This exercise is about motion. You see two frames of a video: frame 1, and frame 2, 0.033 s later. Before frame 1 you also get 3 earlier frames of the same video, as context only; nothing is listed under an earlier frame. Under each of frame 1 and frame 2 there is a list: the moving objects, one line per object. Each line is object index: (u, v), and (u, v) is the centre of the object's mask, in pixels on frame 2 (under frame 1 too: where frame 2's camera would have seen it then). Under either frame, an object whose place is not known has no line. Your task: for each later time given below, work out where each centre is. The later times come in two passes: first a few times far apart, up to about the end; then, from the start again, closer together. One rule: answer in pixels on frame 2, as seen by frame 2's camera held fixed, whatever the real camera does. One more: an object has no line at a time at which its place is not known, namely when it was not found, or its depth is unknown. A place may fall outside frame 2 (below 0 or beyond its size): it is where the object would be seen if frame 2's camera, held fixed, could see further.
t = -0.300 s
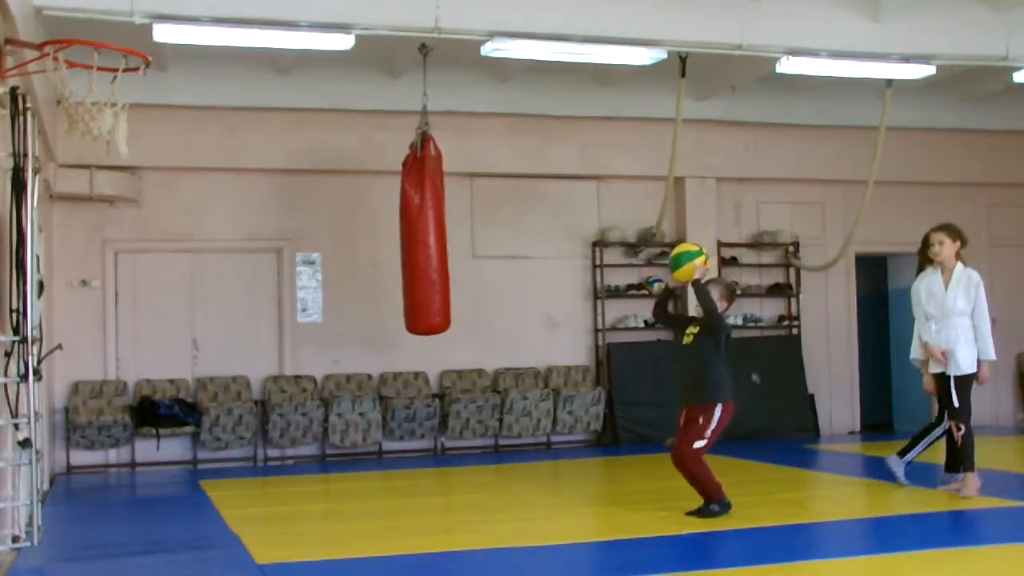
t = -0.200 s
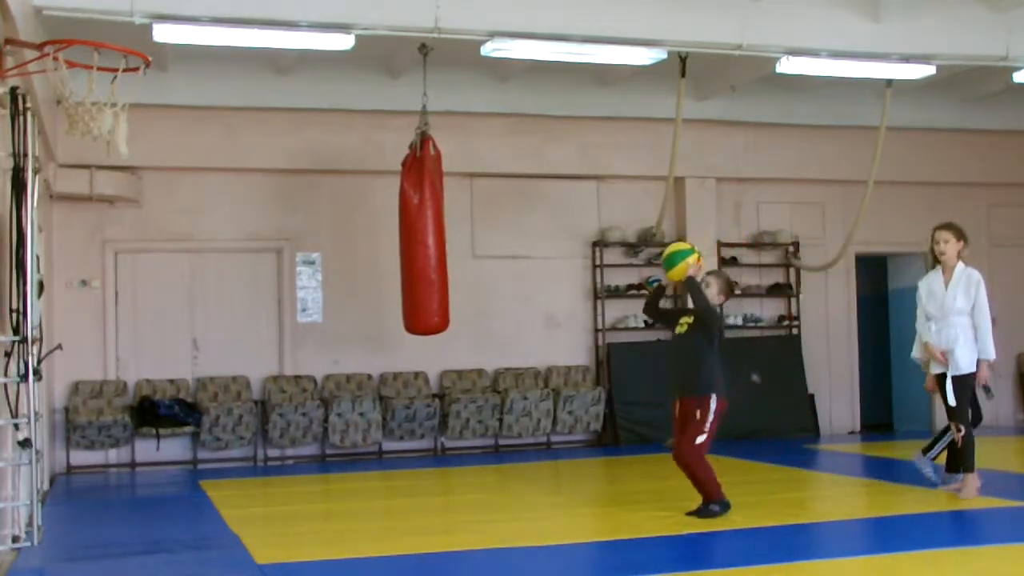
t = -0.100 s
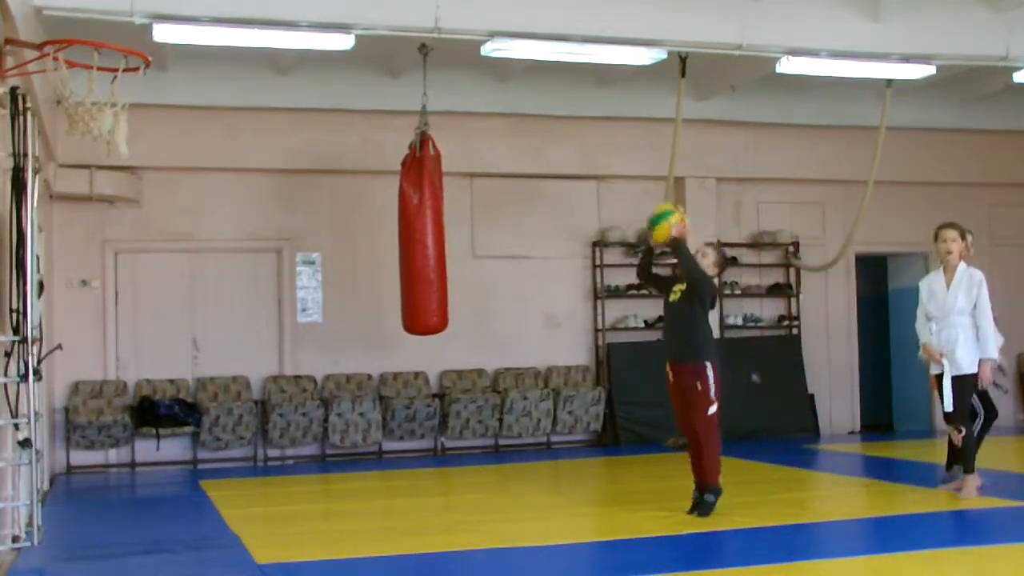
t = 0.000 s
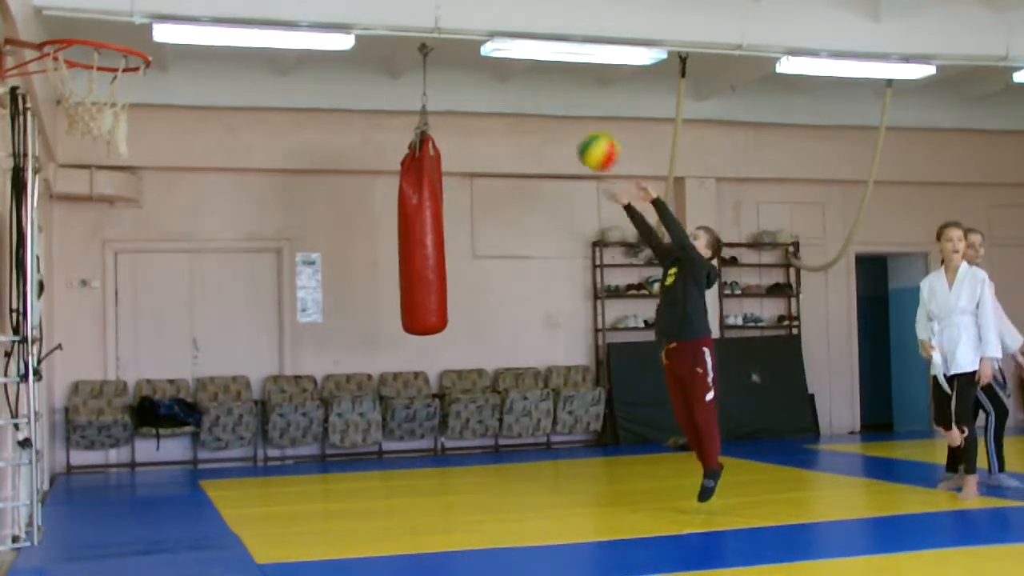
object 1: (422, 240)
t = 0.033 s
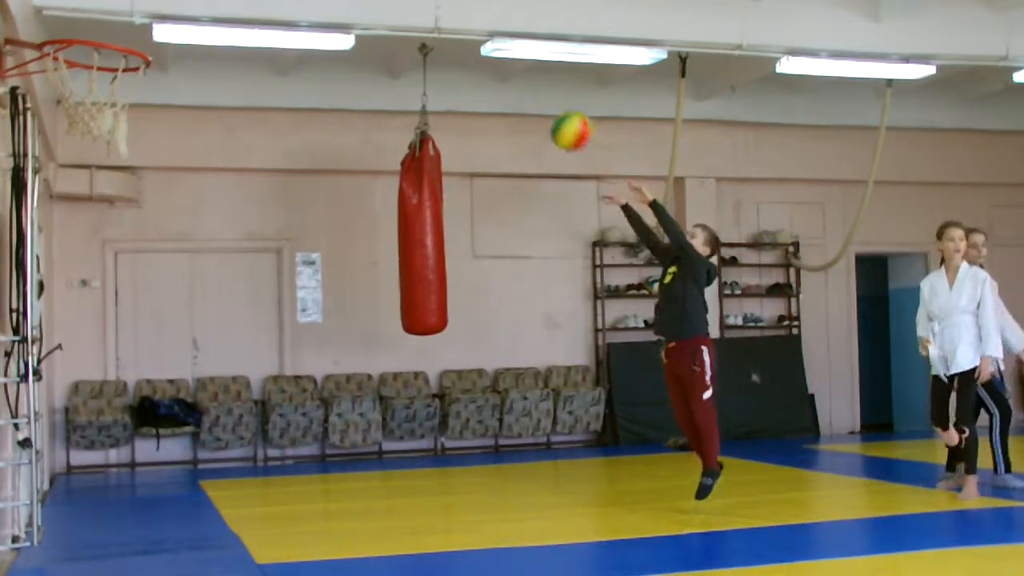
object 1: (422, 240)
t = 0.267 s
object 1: (422, 240)
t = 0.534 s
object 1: (426, 241)
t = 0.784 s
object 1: (429, 240)
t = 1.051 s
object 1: (433, 240)
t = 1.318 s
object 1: (435, 241)
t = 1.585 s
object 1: (434, 241)
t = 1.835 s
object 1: (431, 240)
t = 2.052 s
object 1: (428, 241)
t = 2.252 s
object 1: (425, 241)
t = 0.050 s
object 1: (422, 240)
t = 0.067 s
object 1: (422, 241)
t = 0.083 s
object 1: (422, 240)
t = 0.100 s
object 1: (422, 240)
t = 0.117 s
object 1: (422, 241)
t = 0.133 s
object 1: (422, 240)
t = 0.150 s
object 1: (422, 241)
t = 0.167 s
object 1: (422, 240)
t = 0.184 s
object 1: (422, 241)
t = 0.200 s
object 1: (422, 240)
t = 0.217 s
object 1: (422, 241)
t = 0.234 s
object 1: (422, 240)
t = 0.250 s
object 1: (422, 240)
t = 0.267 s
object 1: (422, 240)
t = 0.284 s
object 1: (423, 241)
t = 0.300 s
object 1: (423, 240)
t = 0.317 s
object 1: (423, 240)
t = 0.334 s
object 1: (423, 241)
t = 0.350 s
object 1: (423, 241)
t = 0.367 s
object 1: (423, 241)
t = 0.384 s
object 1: (424, 241)
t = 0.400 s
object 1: (424, 241)
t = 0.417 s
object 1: (424, 241)
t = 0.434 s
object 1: (424, 241)
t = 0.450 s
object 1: (424, 241)
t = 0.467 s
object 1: (425, 241)
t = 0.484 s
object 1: (425, 241)
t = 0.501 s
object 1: (425, 241)
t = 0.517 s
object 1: (425, 241)
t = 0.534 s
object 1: (426, 241)
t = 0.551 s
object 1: (426, 241)
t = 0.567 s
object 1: (426, 241)
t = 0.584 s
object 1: (426, 241)
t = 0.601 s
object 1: (427, 241)
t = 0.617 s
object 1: (427, 241)
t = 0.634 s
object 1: (427, 241)
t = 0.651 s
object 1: (427, 241)
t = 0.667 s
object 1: (428, 241)
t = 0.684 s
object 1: (428, 241)
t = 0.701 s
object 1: (428, 241)
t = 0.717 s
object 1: (428, 241)
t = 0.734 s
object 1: (429, 241)
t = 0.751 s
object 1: (429, 241)
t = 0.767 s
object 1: (429, 241)
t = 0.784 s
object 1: (429, 240)
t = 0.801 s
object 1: (430, 240)
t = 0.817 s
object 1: (430, 240)
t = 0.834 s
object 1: (430, 240)
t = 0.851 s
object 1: (430, 241)
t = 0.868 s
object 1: (431, 241)
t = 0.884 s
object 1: (431, 241)
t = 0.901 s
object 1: (431, 241)
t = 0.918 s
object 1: (431, 241)
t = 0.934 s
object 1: (432, 241)
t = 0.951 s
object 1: (432, 241)
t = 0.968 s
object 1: (432, 240)
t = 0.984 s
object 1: (432, 241)
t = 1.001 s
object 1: (432, 241)
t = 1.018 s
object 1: (433, 241)
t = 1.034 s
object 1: (433, 240)
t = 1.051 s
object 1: (433, 240)
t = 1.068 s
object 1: (433, 240)
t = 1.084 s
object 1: (433, 240)
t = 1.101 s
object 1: (434, 241)
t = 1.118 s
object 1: (434, 241)
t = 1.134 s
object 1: (434, 240)
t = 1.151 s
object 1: (434, 241)
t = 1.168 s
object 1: (434, 241)
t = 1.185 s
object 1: (434, 241)
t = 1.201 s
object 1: (434, 241)
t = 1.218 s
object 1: (434, 240)
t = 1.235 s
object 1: (435, 241)
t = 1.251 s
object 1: (435, 240)
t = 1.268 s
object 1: (435, 241)
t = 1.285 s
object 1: (435, 241)
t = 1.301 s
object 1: (435, 241)
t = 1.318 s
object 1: (435, 241)
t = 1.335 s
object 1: (435, 240)
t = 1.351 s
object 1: (435, 240)
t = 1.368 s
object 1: (435, 240)
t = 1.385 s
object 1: (435, 240)
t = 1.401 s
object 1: (435, 240)
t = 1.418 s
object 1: (435, 240)
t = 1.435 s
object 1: (435, 239)
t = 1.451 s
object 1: (435, 238)
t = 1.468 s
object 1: (435, 236)
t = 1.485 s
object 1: (435, 235)
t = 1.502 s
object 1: (435, 234)
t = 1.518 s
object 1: (435, 233)
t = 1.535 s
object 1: (435, 232)
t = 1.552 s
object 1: (435, 232)
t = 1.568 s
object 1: (434, 241)
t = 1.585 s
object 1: (434, 241)
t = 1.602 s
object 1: (434, 241)
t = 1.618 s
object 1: (434, 241)
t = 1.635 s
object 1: (434, 241)
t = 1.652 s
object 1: (433, 236)
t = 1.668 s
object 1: (432, 233)
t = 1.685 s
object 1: (432, 234)
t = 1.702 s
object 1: (432, 235)
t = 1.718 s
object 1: (432, 235)
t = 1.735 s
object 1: (432, 236)
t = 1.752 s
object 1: (432, 237)
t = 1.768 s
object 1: (432, 238)
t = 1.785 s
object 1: (432, 238)
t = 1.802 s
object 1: (432, 239)
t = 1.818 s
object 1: (432, 240)
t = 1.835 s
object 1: (431, 240)
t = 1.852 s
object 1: (431, 240)
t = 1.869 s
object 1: (431, 240)
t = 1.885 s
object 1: (431, 240)
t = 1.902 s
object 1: (431, 240)
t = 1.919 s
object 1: (430, 240)
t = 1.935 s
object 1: (430, 241)
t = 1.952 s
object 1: (430, 240)
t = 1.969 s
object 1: (429, 240)
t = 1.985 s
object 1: (429, 241)
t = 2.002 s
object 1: (429, 240)
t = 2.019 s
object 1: (429, 241)
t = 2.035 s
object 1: (428, 240)
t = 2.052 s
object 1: (428, 241)
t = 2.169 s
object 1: (426, 240)
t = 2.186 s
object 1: (426, 240)
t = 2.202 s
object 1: (426, 240)
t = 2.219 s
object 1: (426, 241)
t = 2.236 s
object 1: (425, 240)
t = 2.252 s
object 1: (425, 241)
